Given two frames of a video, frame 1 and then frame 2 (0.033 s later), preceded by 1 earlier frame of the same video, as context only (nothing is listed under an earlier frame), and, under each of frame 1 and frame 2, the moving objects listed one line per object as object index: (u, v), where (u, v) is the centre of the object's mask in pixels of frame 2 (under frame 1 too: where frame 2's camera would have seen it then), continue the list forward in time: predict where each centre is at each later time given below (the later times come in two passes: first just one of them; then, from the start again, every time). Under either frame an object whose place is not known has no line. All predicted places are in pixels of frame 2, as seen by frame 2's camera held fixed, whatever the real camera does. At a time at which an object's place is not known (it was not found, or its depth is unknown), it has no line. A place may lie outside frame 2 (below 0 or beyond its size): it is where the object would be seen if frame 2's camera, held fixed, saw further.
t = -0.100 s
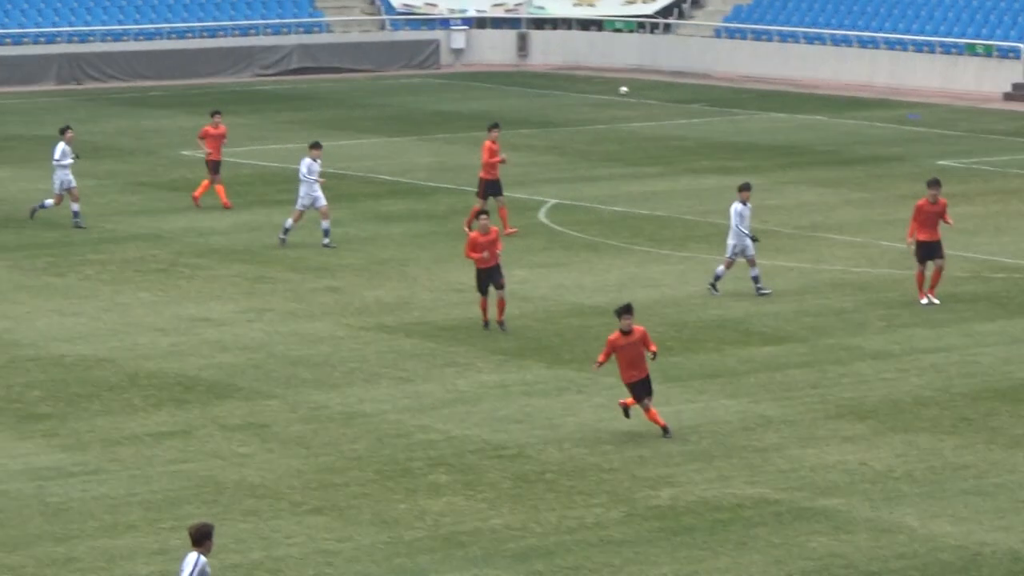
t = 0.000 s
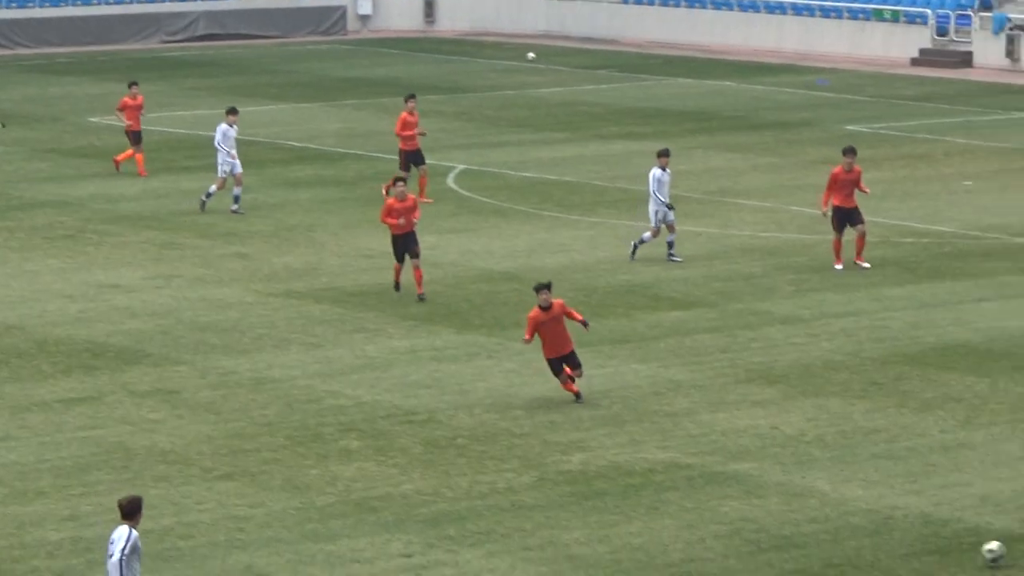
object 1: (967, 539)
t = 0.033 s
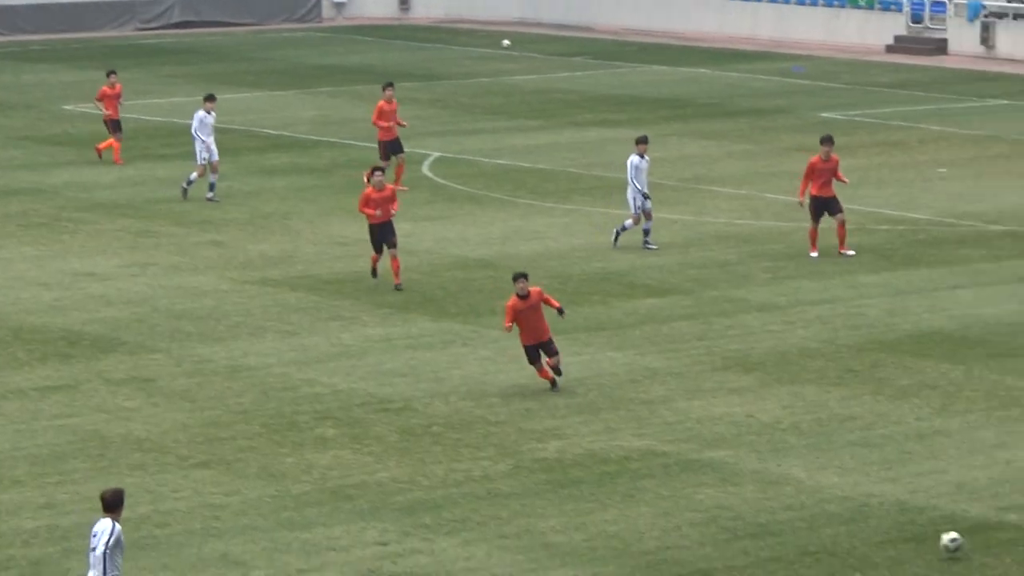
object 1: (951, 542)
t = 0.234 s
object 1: (857, 567)
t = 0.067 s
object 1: (934, 547)
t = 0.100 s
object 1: (918, 553)
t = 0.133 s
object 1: (901, 561)
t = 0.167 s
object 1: (884, 565)
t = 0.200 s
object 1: (871, 566)
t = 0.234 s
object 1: (857, 567)
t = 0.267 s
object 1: (842, 570)
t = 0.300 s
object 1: (828, 574)
